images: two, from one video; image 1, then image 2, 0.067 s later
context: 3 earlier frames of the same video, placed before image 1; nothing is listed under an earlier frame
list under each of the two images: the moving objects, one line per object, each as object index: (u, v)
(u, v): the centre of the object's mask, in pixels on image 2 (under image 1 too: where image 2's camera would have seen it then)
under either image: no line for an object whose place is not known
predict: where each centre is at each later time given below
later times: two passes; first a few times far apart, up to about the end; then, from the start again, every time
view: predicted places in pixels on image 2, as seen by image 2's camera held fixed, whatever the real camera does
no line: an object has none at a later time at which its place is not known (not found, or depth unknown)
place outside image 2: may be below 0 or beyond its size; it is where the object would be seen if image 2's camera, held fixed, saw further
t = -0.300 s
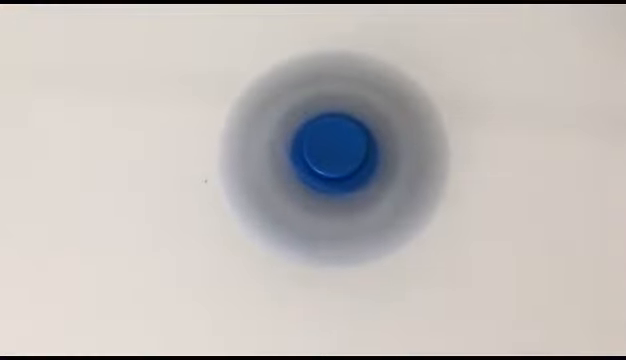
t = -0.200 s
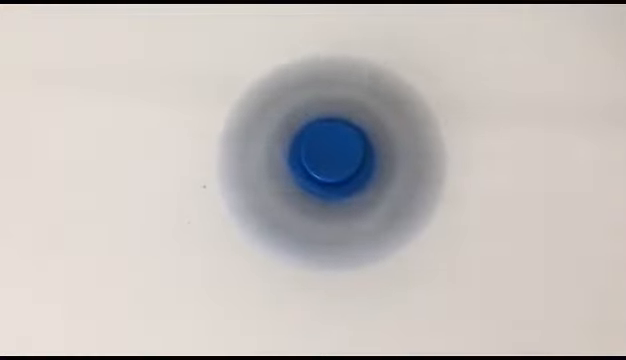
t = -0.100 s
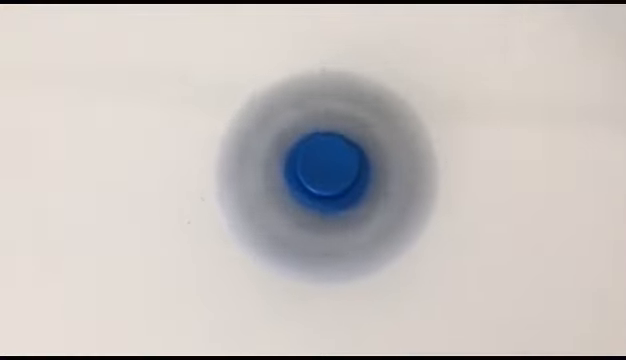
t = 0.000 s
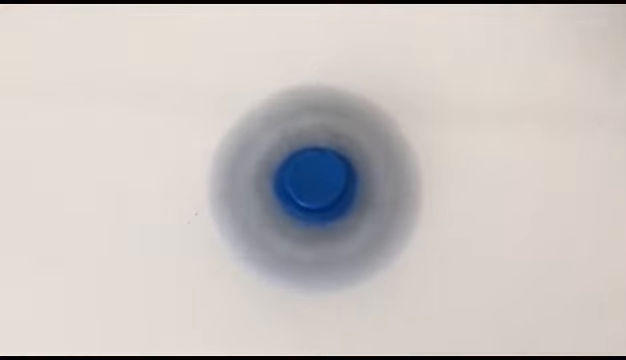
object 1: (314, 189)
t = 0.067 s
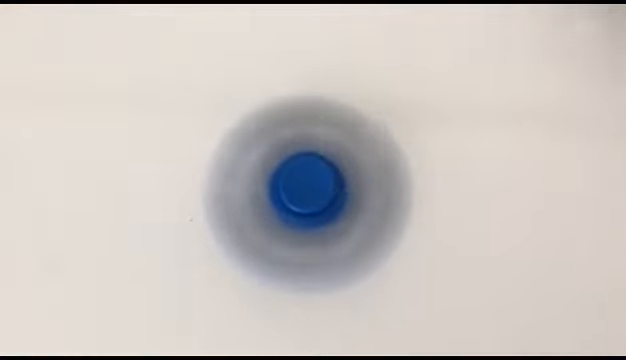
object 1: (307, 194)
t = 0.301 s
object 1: (293, 199)
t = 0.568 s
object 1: (285, 191)
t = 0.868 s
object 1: (290, 182)
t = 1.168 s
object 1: (298, 177)
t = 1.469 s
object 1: (299, 143)
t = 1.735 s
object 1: (289, 156)
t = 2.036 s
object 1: (302, 166)
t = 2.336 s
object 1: (298, 183)
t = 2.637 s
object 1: (302, 179)
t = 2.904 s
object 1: (300, 182)
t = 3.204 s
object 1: (304, 181)
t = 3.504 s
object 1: (307, 177)
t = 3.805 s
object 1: (309, 164)
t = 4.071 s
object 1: (296, 170)
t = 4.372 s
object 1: (293, 183)
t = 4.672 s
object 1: (297, 198)
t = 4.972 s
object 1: (303, 198)
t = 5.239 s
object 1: (302, 179)
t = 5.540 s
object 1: (298, 152)
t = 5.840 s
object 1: (301, 150)
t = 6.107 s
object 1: (299, 169)
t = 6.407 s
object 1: (303, 185)
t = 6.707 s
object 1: (308, 171)
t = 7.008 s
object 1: (311, 168)
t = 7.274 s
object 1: (309, 170)
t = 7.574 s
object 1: (299, 177)
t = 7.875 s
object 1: (295, 178)
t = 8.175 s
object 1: (302, 159)
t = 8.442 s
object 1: (301, 155)
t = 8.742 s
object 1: (297, 157)
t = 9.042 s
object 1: (300, 166)
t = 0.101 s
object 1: (303, 196)
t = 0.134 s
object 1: (301, 197)
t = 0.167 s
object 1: (299, 198)
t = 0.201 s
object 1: (298, 198)
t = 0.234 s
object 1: (296, 198)
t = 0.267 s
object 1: (294, 198)
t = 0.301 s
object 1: (293, 199)
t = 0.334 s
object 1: (291, 199)
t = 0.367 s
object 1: (289, 199)
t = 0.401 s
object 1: (288, 197)
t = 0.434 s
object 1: (288, 196)
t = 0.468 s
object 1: (287, 195)
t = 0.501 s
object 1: (287, 194)
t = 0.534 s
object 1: (285, 193)
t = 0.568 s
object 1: (285, 191)
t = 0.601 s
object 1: (285, 191)
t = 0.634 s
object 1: (285, 191)
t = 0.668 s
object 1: (285, 190)
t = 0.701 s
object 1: (285, 189)
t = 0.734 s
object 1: (286, 188)
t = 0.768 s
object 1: (287, 186)
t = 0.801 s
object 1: (288, 185)
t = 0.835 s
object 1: (288, 183)
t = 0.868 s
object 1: (290, 182)
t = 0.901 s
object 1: (292, 182)
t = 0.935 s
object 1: (293, 183)
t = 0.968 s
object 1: (294, 183)
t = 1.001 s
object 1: (295, 184)
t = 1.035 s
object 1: (296, 184)
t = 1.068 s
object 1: (297, 184)
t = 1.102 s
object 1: (298, 183)
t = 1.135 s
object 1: (299, 181)
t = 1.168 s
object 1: (298, 177)
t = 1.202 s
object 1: (298, 171)
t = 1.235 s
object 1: (298, 163)
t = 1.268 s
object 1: (297, 156)
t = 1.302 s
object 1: (297, 150)
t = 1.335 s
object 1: (296, 147)
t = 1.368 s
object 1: (296, 146)
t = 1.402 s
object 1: (297, 145)
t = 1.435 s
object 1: (298, 143)
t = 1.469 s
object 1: (299, 143)
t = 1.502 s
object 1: (299, 144)
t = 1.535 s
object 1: (297, 145)
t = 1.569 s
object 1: (296, 145)
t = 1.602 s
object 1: (293, 147)
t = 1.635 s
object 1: (292, 149)
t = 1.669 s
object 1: (291, 153)
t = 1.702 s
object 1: (288, 155)
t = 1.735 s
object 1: (289, 156)
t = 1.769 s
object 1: (291, 156)
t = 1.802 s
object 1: (294, 157)
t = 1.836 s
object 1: (297, 157)
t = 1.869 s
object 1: (299, 159)
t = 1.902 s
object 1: (299, 164)
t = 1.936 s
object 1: (300, 164)
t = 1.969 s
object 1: (302, 163)
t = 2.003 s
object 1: (301, 165)
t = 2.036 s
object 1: (302, 166)
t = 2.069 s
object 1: (303, 168)
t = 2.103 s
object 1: (303, 170)
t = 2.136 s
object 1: (301, 172)
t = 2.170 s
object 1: (301, 176)
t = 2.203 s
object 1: (300, 177)
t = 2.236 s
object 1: (299, 178)
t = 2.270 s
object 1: (298, 180)
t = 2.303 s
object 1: (298, 181)
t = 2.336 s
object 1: (298, 183)
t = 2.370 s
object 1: (297, 183)
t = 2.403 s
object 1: (299, 184)
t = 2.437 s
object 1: (300, 183)
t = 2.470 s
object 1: (300, 183)
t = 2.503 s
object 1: (302, 183)
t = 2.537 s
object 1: (302, 183)
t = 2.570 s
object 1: (301, 180)
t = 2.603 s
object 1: (302, 178)
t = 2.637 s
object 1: (302, 179)
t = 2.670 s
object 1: (300, 178)
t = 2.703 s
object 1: (299, 177)
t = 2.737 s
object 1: (298, 178)
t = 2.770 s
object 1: (298, 180)
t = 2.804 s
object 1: (298, 181)
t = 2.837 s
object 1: (299, 181)
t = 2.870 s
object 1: (299, 182)
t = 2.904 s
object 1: (300, 182)
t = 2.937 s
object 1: (299, 182)
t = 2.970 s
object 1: (300, 182)
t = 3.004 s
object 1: (300, 182)
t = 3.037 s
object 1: (301, 182)
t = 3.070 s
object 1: (303, 182)
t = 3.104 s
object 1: (302, 181)
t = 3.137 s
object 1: (303, 181)
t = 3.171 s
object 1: (303, 182)
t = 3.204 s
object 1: (304, 181)
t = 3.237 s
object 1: (303, 181)
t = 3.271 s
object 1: (305, 182)
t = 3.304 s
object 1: (305, 181)
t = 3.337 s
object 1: (306, 181)
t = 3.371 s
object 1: (306, 180)
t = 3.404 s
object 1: (307, 180)
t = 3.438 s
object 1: (307, 178)
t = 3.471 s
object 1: (306, 177)
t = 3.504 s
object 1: (307, 177)
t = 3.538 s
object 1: (307, 175)
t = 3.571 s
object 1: (307, 174)
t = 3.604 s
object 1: (307, 174)
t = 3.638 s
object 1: (307, 172)
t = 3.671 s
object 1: (308, 170)
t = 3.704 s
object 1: (308, 168)
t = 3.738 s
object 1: (309, 166)
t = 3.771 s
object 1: (309, 164)
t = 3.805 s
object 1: (309, 164)
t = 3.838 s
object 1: (307, 164)
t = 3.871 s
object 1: (306, 164)
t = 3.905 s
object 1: (304, 165)
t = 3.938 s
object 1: (302, 165)
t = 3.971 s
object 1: (301, 166)
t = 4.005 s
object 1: (299, 167)
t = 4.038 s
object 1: (297, 168)
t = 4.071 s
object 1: (296, 170)
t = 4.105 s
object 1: (294, 171)
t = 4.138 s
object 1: (293, 172)
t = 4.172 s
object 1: (292, 173)
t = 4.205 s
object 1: (292, 175)
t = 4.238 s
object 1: (292, 176)
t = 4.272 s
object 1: (292, 178)
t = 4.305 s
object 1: (293, 180)
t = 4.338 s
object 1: (293, 181)
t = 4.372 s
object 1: (293, 183)
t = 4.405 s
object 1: (294, 186)
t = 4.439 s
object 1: (294, 187)
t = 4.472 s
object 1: (295, 189)
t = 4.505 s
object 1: (295, 191)
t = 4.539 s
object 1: (296, 193)
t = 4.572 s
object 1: (297, 195)
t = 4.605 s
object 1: (297, 197)
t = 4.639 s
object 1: (298, 197)
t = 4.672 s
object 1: (297, 198)
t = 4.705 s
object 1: (297, 198)
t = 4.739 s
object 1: (298, 199)
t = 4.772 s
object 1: (298, 199)
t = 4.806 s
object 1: (298, 199)
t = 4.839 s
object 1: (299, 199)
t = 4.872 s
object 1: (300, 199)
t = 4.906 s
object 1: (301, 200)
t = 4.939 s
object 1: (302, 199)
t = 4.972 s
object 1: (303, 198)
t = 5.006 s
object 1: (304, 199)
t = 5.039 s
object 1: (305, 198)
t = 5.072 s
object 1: (306, 196)
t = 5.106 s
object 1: (305, 193)
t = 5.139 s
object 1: (305, 190)
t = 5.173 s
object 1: (304, 187)
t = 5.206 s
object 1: (303, 183)
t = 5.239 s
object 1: (302, 179)
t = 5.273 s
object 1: (301, 176)
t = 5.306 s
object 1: (301, 172)
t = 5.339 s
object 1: (301, 168)
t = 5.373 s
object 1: (301, 165)
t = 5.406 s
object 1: (300, 162)
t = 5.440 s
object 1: (300, 159)
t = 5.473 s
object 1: (299, 156)
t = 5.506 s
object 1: (298, 154)
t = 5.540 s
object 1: (298, 152)
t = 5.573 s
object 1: (298, 150)
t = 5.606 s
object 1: (298, 149)
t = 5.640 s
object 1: (298, 147)
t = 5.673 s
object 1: (299, 146)
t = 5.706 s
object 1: (300, 145)
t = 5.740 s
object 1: (300, 145)
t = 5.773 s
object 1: (301, 147)
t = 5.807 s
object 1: (301, 148)
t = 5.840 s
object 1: (301, 150)
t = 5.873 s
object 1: (301, 152)
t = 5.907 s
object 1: (300, 154)
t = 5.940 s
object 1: (300, 157)
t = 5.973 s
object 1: (299, 159)
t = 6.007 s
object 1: (298, 162)
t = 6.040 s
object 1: (298, 164)
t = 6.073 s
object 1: (299, 167)
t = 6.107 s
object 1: (299, 169)
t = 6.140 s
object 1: (299, 170)
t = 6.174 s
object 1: (299, 172)
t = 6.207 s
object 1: (299, 175)
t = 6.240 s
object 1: (299, 178)
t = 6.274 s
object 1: (301, 180)
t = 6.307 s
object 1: (302, 182)
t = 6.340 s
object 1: (301, 183)
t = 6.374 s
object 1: (302, 184)
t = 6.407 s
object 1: (303, 185)
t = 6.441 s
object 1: (304, 184)
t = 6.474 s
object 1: (305, 183)
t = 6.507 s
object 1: (303, 182)
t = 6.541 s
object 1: (305, 182)
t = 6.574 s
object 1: (305, 180)
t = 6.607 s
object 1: (306, 178)
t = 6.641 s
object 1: (307, 175)
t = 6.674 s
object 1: (307, 172)
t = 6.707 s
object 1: (308, 171)
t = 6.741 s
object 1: (309, 169)
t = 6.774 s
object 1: (310, 168)
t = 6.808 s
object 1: (311, 168)
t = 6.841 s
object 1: (308, 167)
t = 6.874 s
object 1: (314, 167)
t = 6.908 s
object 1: (313, 167)
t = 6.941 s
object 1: (312, 168)
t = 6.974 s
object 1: (311, 168)
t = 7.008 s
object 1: (311, 168)
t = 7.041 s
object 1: (310, 169)
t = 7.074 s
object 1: (309, 168)
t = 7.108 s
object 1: (309, 168)
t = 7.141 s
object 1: (309, 168)
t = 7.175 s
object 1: (308, 168)
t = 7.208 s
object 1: (307, 169)
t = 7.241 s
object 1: (309, 169)
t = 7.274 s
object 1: (309, 170)
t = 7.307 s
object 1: (308, 172)
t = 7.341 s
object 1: (310, 169)
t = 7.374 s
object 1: (309, 170)
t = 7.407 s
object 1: (309, 170)
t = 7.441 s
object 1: (307, 169)
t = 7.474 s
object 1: (306, 171)
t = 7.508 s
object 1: (303, 171)
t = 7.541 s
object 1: (301, 174)
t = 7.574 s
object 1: (299, 177)
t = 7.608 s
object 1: (296, 180)
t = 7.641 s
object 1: (294, 181)
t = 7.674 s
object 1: (294, 179)
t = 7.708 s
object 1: (295, 180)
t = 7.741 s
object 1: (296, 177)
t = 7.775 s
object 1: (295, 178)
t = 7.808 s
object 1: (295, 177)
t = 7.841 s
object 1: (295, 178)
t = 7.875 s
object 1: (295, 178)
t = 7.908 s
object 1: (296, 177)
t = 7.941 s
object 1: (298, 175)
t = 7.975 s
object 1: (299, 172)
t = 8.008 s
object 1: (299, 167)
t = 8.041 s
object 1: (300, 165)
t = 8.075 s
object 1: (301, 163)
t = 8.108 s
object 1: (300, 162)
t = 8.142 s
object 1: (300, 160)
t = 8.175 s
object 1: (302, 159)
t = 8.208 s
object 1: (303, 157)
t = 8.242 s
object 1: (303, 153)
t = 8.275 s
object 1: (303, 154)
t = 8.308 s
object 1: (302, 154)
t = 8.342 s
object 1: (300, 156)
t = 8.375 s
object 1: (299, 156)
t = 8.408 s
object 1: (302, 153)
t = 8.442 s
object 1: (301, 155)
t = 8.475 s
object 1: (301, 154)
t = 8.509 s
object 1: (300, 153)
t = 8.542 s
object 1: (300, 155)
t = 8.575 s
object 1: (298, 156)
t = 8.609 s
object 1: (299, 156)
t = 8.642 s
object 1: (298, 156)
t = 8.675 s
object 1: (298, 157)
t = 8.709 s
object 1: (297, 157)
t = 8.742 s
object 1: (297, 157)
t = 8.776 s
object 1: (297, 158)
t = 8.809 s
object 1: (297, 160)
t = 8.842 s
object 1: (296, 161)
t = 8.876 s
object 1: (298, 161)
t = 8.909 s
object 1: (298, 160)
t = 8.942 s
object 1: (299, 161)
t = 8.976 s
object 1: (301, 162)
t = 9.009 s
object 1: (302, 164)
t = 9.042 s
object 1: (300, 166)
